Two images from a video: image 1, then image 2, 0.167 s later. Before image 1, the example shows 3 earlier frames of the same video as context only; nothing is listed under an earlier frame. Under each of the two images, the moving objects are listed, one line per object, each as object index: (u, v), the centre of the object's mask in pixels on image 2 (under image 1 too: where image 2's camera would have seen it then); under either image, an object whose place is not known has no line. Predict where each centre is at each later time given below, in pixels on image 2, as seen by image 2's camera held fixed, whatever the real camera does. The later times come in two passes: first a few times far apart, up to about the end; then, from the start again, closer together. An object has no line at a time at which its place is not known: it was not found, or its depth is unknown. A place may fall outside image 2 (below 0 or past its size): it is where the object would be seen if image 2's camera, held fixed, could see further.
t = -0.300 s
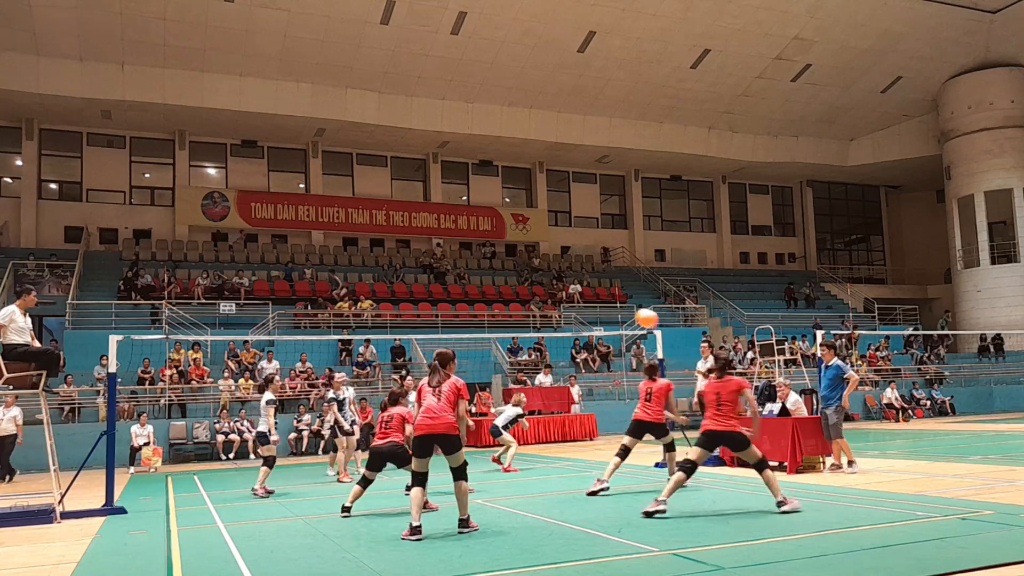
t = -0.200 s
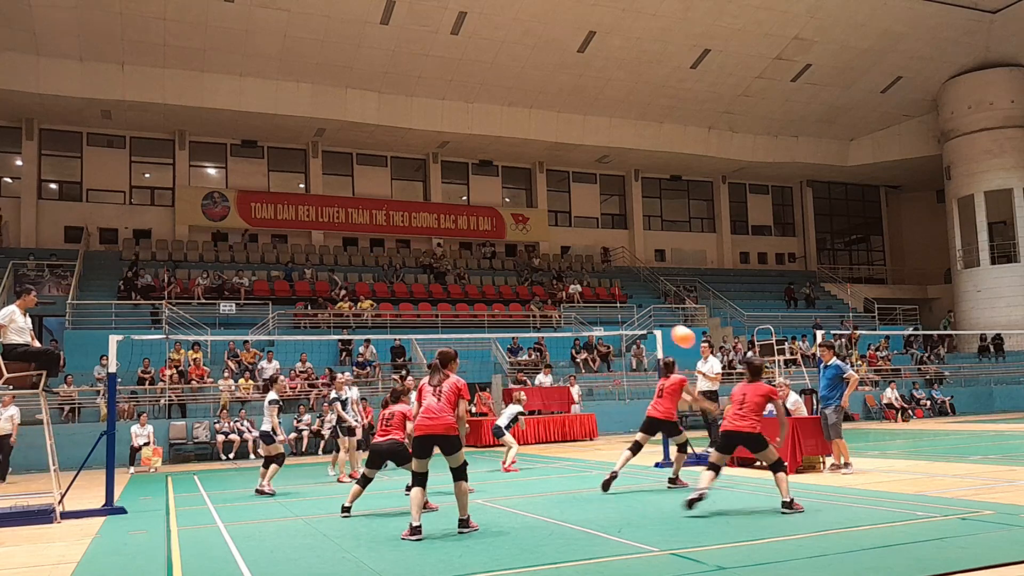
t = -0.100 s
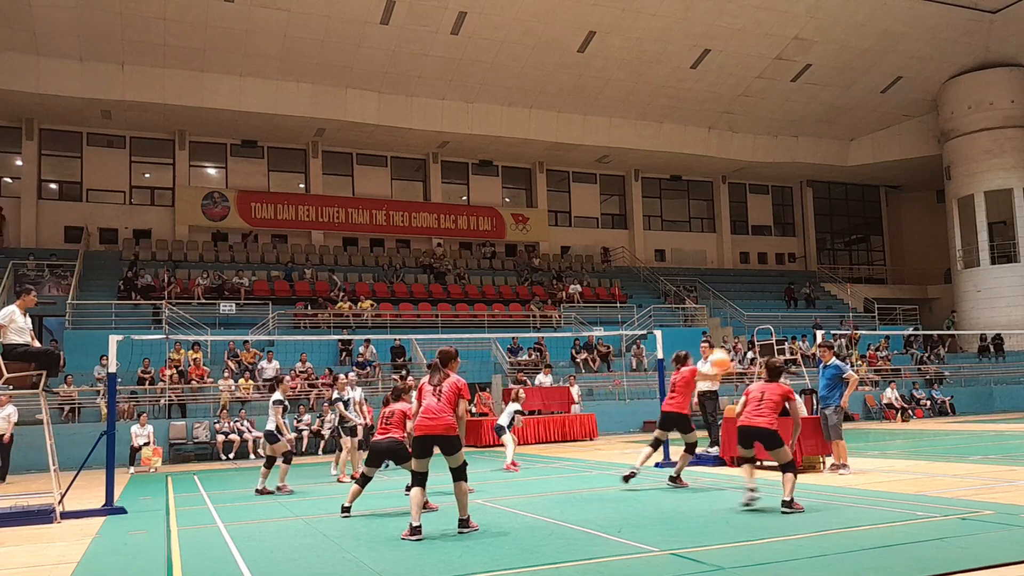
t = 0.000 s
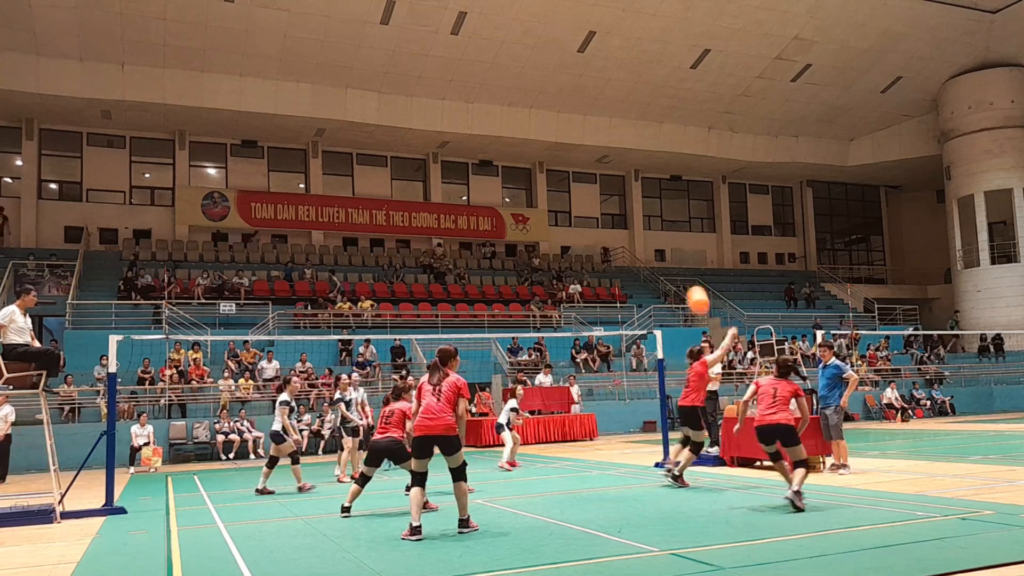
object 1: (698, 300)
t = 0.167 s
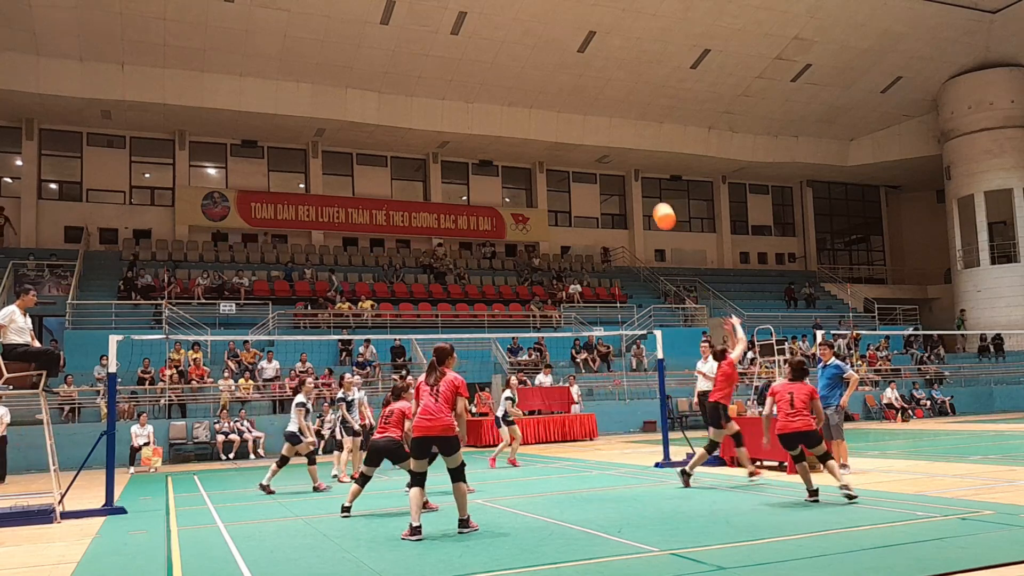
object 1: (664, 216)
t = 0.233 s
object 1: (651, 189)
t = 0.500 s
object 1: (599, 120)
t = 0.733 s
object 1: (556, 108)
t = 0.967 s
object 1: (515, 143)
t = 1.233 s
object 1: (471, 242)
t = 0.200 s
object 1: (658, 202)
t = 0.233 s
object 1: (651, 189)
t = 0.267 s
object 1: (644, 177)
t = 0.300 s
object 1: (638, 166)
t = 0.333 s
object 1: (631, 156)
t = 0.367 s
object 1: (625, 148)
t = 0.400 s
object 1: (619, 139)
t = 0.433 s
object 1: (612, 132)
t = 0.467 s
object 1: (606, 126)
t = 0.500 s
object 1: (599, 120)
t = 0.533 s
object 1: (593, 116)
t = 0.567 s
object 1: (587, 112)
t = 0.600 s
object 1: (580, 110)
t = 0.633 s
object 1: (574, 108)
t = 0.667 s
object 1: (568, 107)
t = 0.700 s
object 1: (562, 107)
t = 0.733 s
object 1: (556, 108)
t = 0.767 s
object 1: (550, 110)
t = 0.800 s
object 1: (544, 113)
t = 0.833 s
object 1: (538, 117)
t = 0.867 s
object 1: (532, 122)
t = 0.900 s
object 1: (526, 128)
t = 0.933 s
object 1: (521, 135)
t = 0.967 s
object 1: (515, 143)
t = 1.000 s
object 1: (509, 152)
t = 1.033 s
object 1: (504, 161)
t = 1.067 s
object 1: (498, 172)
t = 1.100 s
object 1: (492, 184)
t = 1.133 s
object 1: (487, 197)
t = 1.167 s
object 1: (481, 211)
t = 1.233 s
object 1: (471, 242)
